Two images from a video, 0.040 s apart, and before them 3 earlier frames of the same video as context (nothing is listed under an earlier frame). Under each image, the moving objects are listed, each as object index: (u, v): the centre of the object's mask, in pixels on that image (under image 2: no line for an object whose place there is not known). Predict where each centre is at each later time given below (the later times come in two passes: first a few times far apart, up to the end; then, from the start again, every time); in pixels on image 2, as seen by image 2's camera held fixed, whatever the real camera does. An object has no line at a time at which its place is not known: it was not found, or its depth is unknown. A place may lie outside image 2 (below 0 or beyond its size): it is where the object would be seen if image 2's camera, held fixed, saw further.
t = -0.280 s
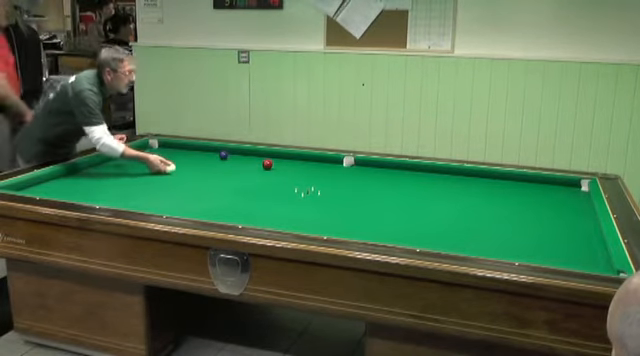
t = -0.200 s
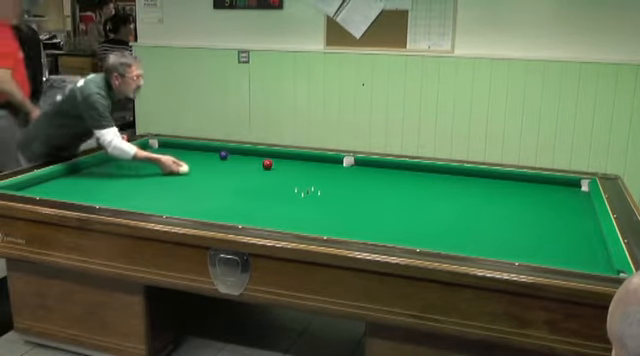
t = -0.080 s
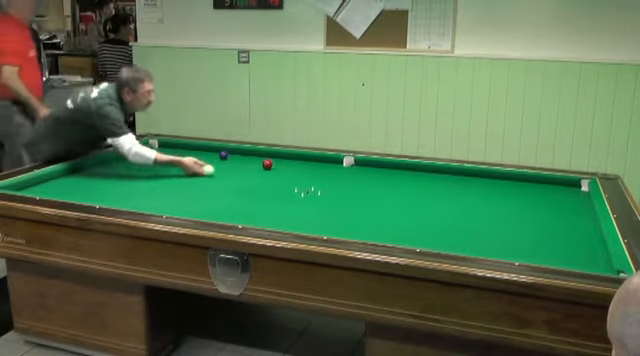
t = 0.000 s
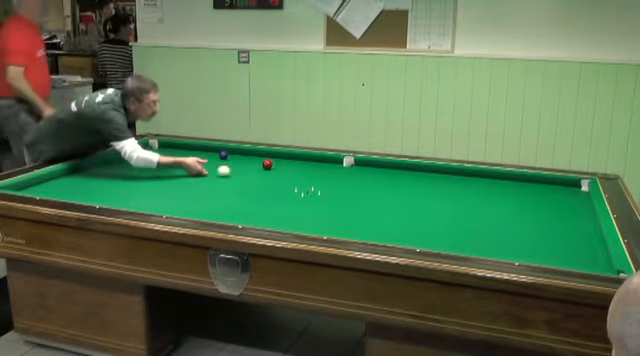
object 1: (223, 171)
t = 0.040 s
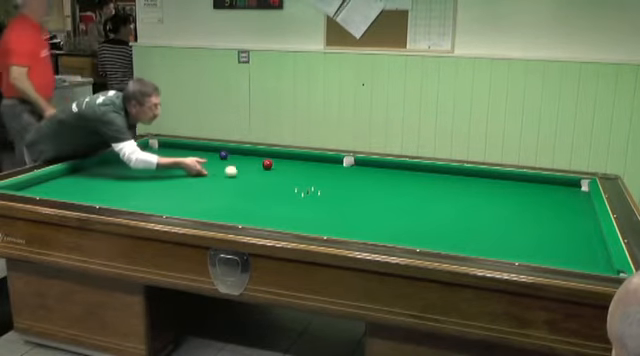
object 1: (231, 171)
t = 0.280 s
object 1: (271, 174)
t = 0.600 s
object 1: (325, 176)
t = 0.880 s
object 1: (373, 179)
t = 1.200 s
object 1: (426, 181)
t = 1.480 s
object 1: (473, 184)
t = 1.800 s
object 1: (525, 187)
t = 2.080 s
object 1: (568, 189)
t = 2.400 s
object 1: (560, 186)
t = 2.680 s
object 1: (534, 182)
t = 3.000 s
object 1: (507, 178)
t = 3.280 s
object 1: (484, 175)
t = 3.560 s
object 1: (462, 172)
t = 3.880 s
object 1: (440, 170)
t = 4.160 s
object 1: (421, 169)
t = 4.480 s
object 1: (400, 168)
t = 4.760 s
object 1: (382, 167)
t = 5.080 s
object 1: (363, 165)
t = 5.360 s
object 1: (347, 164)
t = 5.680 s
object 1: (329, 163)
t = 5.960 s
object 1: (315, 162)
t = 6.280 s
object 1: (299, 161)
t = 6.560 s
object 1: (286, 160)
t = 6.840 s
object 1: (273, 159)
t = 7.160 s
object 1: (259, 158)
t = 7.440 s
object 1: (248, 158)
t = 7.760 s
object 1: (237, 157)
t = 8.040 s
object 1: (227, 156)
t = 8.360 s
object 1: (220, 156)
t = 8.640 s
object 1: (215, 156)
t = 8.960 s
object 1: (209, 157)
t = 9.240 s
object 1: (205, 157)
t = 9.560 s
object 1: (200, 157)
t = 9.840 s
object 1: (196, 157)
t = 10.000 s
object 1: (195, 157)
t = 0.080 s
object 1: (237, 172)
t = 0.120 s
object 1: (244, 172)
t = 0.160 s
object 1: (250, 172)
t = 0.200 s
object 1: (257, 173)
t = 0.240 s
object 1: (264, 173)
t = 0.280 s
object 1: (271, 174)
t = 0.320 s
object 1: (278, 174)
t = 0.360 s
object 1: (284, 174)
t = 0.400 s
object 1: (291, 174)
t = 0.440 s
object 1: (298, 175)
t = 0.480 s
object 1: (305, 175)
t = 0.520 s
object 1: (311, 176)
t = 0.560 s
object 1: (318, 176)
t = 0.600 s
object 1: (325, 176)
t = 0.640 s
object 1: (331, 177)
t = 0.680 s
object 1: (339, 177)
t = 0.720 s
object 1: (345, 177)
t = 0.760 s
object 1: (352, 178)
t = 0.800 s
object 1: (359, 178)
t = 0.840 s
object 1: (366, 178)
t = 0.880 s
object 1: (373, 179)
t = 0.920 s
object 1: (379, 179)
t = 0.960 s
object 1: (386, 179)
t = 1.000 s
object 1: (393, 180)
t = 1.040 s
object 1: (399, 180)
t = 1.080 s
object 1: (406, 180)
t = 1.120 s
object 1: (413, 181)
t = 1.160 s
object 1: (420, 181)
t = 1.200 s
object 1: (426, 181)
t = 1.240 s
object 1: (433, 182)
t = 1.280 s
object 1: (440, 182)
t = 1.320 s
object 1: (446, 183)
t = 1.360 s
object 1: (453, 183)
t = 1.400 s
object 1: (460, 183)
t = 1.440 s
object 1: (466, 183)
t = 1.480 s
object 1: (473, 184)
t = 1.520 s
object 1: (479, 184)
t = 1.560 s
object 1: (486, 185)
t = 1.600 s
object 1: (492, 185)
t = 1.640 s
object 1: (499, 185)
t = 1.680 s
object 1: (505, 186)
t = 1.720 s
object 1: (512, 186)
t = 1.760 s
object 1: (518, 186)
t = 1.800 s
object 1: (525, 187)
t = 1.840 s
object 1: (531, 187)
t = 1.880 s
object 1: (537, 187)
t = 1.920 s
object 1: (544, 188)
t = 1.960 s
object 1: (550, 188)
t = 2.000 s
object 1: (556, 189)
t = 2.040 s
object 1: (562, 189)
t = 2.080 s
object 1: (568, 189)
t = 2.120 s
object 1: (574, 190)
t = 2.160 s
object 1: (581, 190)
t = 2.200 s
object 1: (580, 189)
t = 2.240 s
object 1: (575, 189)
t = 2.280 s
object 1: (571, 189)
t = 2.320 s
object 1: (567, 188)
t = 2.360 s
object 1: (563, 187)
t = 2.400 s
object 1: (560, 186)
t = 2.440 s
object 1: (556, 186)
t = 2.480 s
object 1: (552, 185)
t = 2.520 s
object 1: (549, 185)
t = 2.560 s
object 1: (545, 184)
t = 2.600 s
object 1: (541, 183)
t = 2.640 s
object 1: (538, 183)
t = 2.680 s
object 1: (534, 182)
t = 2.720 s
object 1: (531, 182)
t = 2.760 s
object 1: (527, 182)
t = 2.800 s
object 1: (524, 181)
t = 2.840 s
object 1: (520, 180)
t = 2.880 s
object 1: (517, 180)
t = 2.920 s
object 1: (514, 179)
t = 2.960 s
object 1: (510, 179)
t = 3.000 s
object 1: (507, 178)
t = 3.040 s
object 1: (503, 178)
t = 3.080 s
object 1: (500, 177)
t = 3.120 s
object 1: (497, 177)
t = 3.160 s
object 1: (494, 176)
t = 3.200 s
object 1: (490, 176)
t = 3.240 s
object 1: (487, 176)
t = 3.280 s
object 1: (484, 175)
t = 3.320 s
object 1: (481, 175)
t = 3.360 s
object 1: (477, 174)
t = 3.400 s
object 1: (475, 173)
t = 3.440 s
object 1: (471, 173)
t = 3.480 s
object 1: (468, 173)
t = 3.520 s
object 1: (465, 172)
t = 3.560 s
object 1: (462, 172)
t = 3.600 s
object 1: (459, 172)
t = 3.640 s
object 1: (457, 172)
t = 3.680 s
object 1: (454, 171)
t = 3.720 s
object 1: (451, 171)
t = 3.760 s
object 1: (448, 171)
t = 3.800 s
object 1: (445, 171)
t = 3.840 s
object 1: (442, 170)
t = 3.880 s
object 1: (440, 170)
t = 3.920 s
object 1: (437, 170)
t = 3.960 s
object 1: (434, 170)
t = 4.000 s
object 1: (432, 170)
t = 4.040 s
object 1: (429, 170)
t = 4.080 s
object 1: (426, 169)
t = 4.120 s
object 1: (423, 169)
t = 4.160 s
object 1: (421, 169)
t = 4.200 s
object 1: (418, 169)
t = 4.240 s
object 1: (415, 169)
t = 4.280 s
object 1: (413, 168)
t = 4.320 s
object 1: (410, 168)
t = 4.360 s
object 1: (407, 168)
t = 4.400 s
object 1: (405, 168)
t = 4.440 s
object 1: (402, 167)
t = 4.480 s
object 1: (400, 168)
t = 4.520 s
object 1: (397, 167)
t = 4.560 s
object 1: (395, 167)
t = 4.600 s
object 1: (392, 167)
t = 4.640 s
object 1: (390, 167)
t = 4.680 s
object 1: (387, 167)
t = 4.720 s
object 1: (385, 167)
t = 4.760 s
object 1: (382, 167)
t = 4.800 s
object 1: (380, 166)
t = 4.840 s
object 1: (377, 166)
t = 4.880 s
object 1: (375, 166)
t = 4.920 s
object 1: (372, 166)
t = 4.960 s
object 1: (370, 166)
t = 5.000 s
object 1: (368, 166)
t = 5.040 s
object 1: (365, 165)
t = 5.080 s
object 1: (363, 165)
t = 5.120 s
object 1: (360, 165)
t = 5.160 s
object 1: (358, 165)
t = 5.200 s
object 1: (356, 165)
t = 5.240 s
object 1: (353, 165)
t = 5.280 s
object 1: (351, 164)
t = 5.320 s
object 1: (349, 164)
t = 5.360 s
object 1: (347, 164)
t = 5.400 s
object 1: (345, 164)
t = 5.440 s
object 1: (343, 164)
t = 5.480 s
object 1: (341, 164)
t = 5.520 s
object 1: (338, 163)
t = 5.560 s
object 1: (336, 163)
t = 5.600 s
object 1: (334, 163)
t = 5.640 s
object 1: (332, 163)
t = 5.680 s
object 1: (329, 163)
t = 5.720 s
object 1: (327, 163)
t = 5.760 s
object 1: (325, 163)
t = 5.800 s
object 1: (323, 162)
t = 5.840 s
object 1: (321, 162)
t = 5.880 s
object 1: (319, 162)
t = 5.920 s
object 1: (317, 162)
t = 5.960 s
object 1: (315, 162)
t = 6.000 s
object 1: (313, 162)
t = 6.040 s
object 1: (311, 162)
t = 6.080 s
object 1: (309, 162)
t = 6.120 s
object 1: (307, 161)
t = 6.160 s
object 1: (305, 161)
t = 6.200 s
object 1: (303, 161)
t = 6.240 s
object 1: (300, 161)
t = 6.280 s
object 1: (299, 161)
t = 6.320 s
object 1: (297, 161)
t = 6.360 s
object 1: (295, 161)
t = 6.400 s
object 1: (293, 160)
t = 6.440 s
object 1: (291, 160)
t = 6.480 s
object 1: (289, 160)
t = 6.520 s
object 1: (288, 160)
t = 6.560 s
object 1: (286, 160)
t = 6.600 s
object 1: (284, 160)
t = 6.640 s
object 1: (282, 160)
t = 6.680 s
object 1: (280, 159)
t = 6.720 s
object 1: (278, 159)
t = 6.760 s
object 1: (277, 159)
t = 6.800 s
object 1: (275, 159)
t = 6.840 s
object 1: (273, 159)
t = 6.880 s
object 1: (272, 158)
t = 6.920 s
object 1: (270, 158)
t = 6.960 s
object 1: (268, 157)
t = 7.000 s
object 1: (266, 157)
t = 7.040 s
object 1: (264, 157)
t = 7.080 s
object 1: (263, 157)
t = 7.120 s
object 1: (261, 158)
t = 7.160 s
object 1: (259, 158)
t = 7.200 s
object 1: (258, 158)
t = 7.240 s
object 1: (256, 158)
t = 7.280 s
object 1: (254, 158)
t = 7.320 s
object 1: (253, 158)
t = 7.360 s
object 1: (252, 158)
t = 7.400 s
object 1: (250, 158)
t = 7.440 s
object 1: (248, 158)
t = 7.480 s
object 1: (247, 158)
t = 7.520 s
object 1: (245, 157)
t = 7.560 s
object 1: (244, 157)
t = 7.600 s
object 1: (242, 157)
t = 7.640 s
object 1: (241, 157)
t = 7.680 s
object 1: (239, 157)
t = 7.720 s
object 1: (238, 157)
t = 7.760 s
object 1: (237, 157)
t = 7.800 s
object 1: (235, 157)
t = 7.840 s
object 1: (234, 157)
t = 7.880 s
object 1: (232, 156)
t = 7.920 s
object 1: (231, 156)
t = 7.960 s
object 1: (230, 156)
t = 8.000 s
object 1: (228, 156)
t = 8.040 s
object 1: (227, 156)
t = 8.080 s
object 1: (226, 156)
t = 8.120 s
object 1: (226, 156)
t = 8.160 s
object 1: (225, 156)
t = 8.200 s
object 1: (223, 156)
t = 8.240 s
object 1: (223, 156)
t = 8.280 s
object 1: (222, 156)
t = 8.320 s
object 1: (221, 156)
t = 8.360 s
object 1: (220, 156)
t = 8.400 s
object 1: (220, 156)
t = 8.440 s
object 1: (219, 156)
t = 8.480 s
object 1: (218, 156)
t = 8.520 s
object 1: (217, 156)
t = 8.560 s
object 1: (216, 157)
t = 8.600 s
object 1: (216, 156)
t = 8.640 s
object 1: (215, 156)
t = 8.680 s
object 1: (214, 156)
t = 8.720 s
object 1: (213, 157)
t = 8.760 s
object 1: (213, 157)
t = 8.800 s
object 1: (212, 156)
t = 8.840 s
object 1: (211, 157)
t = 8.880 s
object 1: (210, 157)
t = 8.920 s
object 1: (210, 156)
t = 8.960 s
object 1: (209, 157)
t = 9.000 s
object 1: (208, 157)
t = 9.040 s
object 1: (208, 157)
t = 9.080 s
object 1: (207, 157)
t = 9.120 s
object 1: (206, 157)
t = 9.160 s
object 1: (206, 157)
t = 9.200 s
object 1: (205, 157)
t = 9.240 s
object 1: (205, 157)
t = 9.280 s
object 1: (204, 157)
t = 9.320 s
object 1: (203, 157)
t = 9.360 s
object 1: (202, 157)
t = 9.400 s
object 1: (202, 157)
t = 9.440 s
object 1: (202, 157)
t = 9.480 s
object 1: (201, 157)
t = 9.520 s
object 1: (200, 157)
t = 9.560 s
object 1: (200, 157)
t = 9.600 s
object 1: (199, 157)
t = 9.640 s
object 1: (199, 157)
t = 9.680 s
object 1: (199, 157)
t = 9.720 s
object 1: (198, 157)
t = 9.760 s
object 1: (198, 157)
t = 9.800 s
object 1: (197, 157)
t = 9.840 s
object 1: (196, 157)
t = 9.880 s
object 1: (196, 157)
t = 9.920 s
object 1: (196, 157)
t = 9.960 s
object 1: (195, 157)
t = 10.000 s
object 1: (195, 157)
